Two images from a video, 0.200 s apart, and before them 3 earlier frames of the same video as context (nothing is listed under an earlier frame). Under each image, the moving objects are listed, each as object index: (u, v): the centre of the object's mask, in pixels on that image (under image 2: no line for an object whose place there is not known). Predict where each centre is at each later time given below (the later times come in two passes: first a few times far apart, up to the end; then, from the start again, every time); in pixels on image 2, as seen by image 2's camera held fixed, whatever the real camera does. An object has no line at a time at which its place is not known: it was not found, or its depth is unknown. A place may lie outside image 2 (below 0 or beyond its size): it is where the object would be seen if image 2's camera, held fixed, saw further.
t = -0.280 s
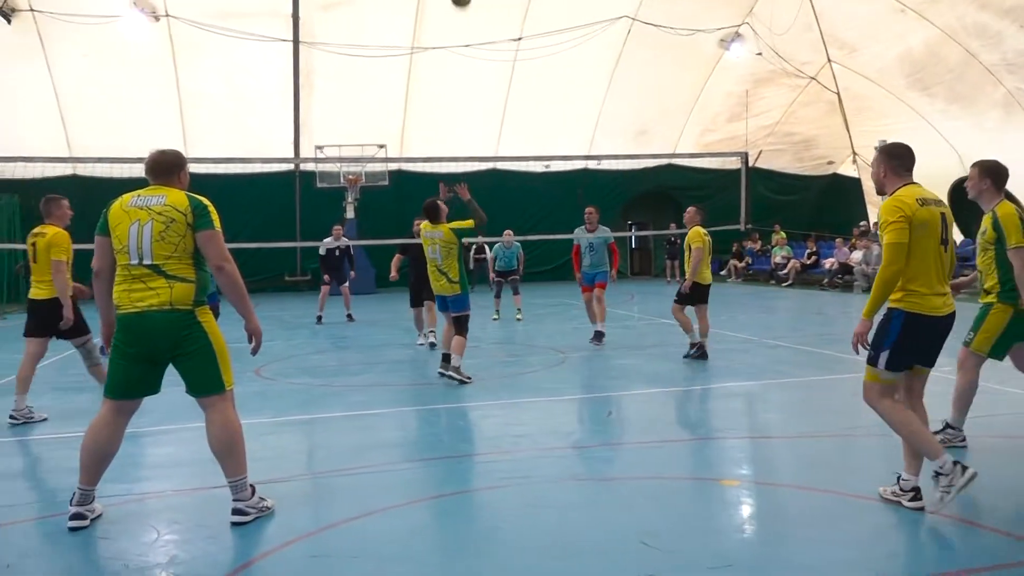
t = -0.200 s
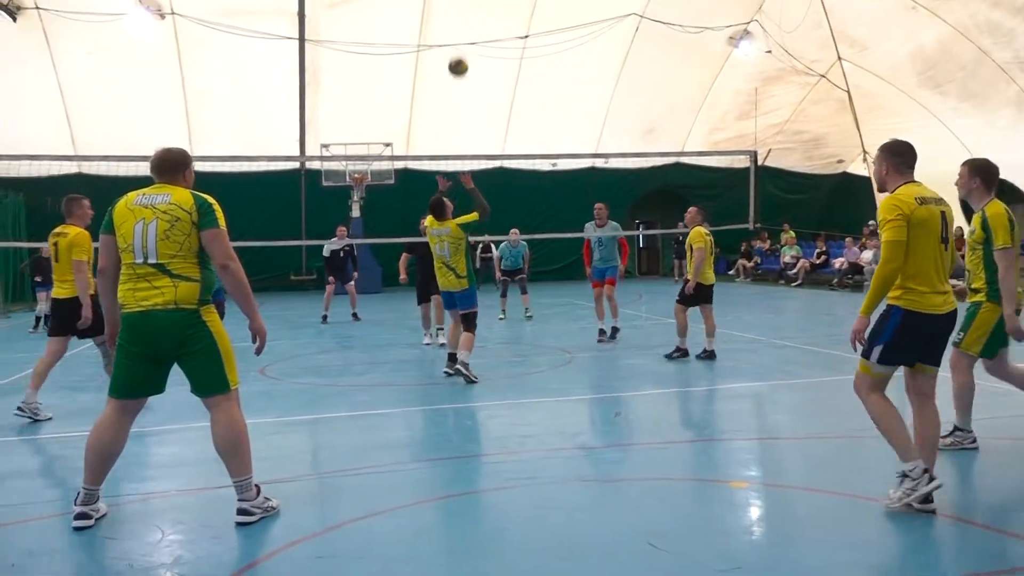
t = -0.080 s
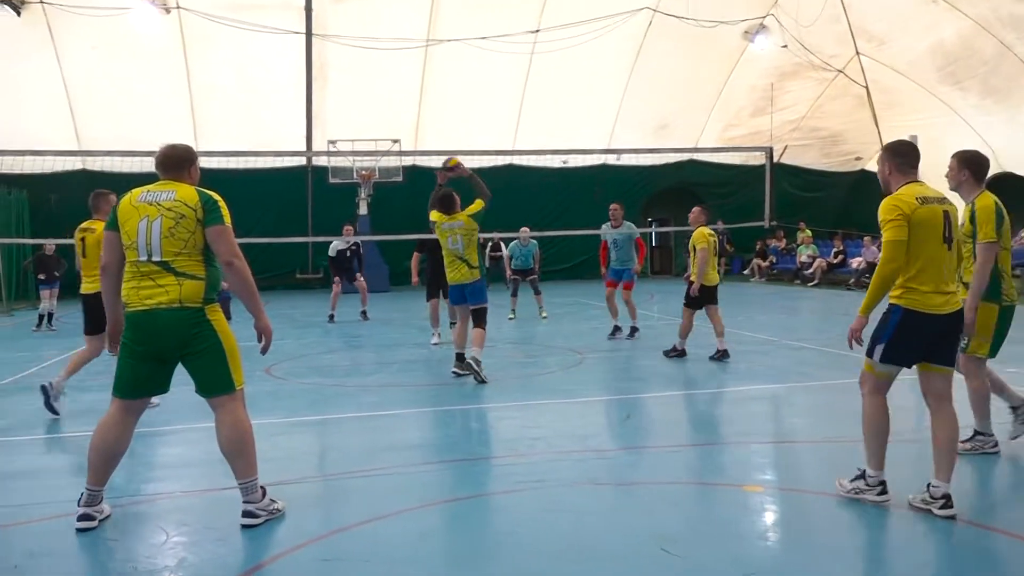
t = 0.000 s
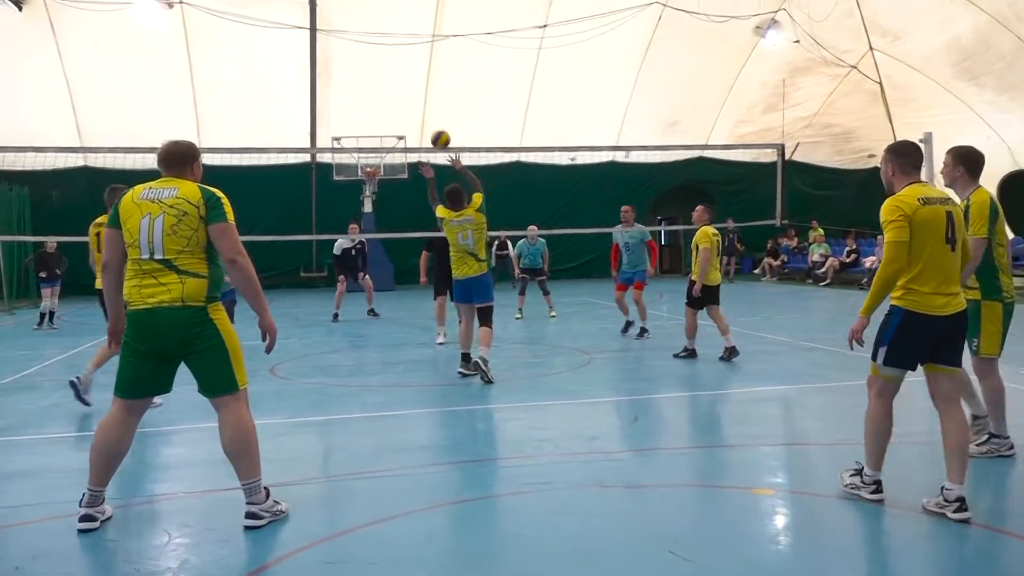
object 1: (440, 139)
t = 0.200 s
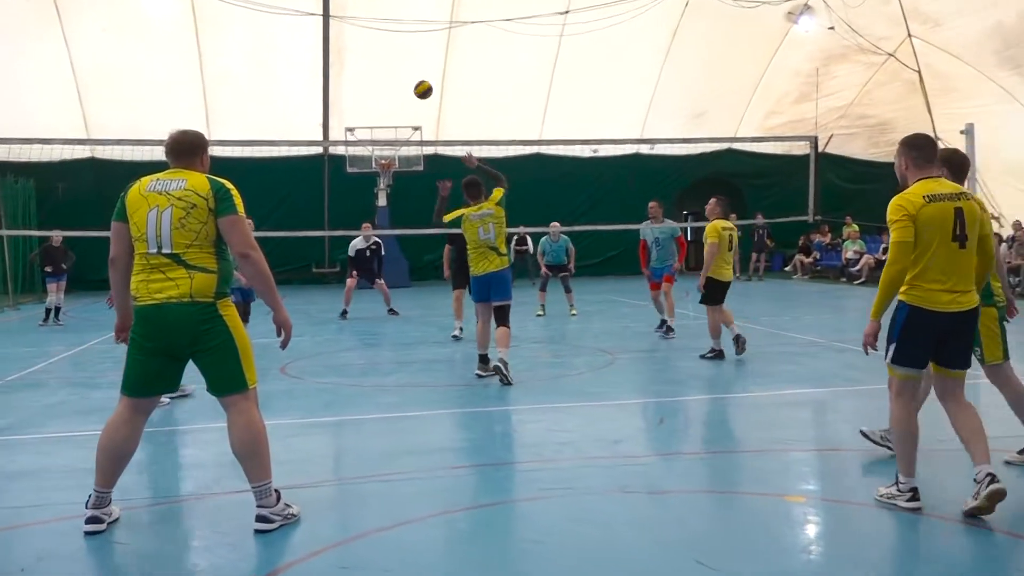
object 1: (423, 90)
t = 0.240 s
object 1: (417, 87)
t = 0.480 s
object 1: (385, 101)
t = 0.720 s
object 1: (362, 158)
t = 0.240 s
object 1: (417, 87)
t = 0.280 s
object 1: (411, 86)
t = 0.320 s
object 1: (405, 86)
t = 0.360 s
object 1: (400, 88)
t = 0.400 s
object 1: (395, 91)
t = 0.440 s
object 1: (390, 96)
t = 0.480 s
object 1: (385, 101)
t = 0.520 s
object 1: (381, 108)
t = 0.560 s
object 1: (377, 116)
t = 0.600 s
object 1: (373, 125)
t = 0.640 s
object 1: (369, 133)
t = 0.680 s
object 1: (365, 149)
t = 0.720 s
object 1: (362, 158)
